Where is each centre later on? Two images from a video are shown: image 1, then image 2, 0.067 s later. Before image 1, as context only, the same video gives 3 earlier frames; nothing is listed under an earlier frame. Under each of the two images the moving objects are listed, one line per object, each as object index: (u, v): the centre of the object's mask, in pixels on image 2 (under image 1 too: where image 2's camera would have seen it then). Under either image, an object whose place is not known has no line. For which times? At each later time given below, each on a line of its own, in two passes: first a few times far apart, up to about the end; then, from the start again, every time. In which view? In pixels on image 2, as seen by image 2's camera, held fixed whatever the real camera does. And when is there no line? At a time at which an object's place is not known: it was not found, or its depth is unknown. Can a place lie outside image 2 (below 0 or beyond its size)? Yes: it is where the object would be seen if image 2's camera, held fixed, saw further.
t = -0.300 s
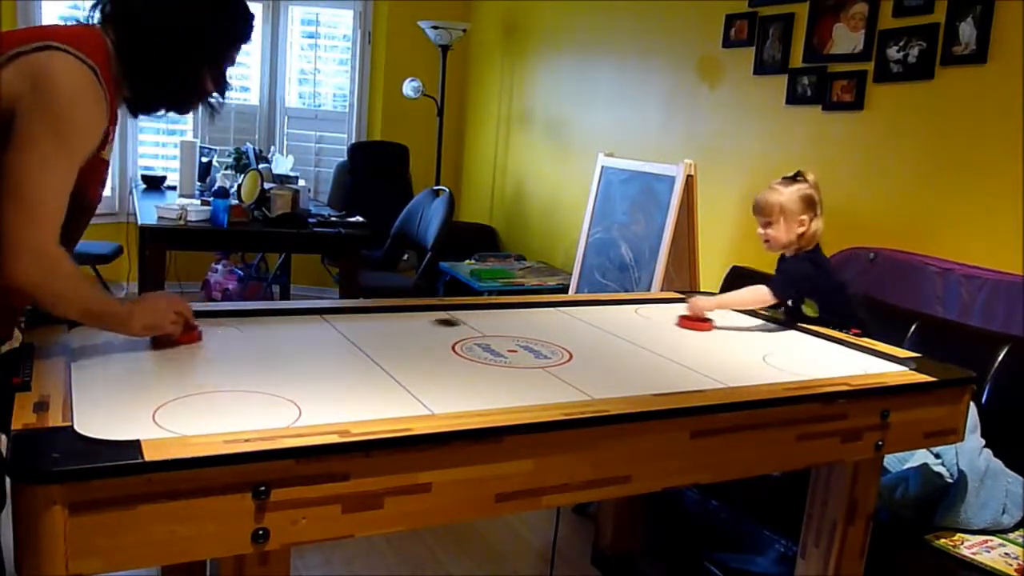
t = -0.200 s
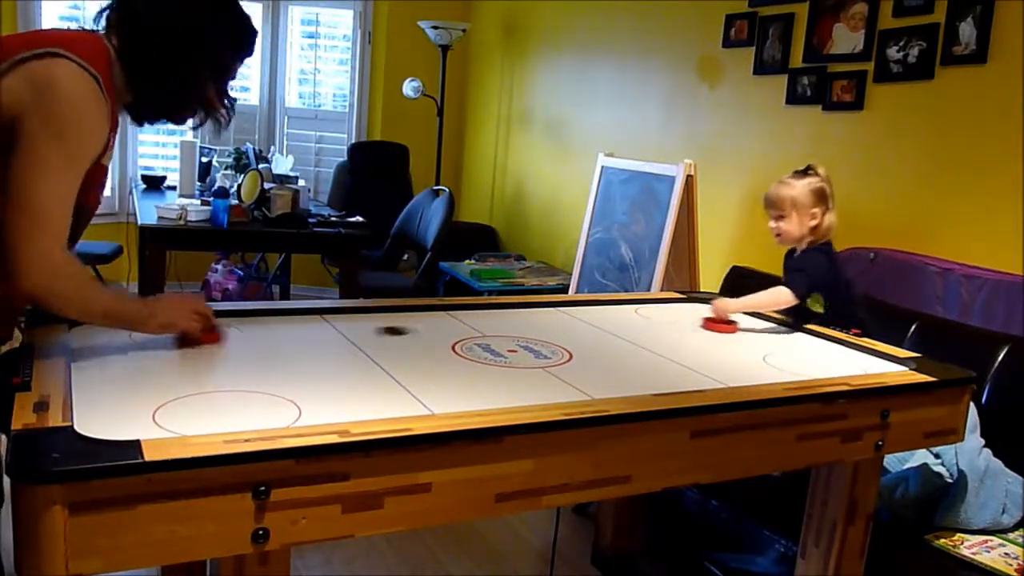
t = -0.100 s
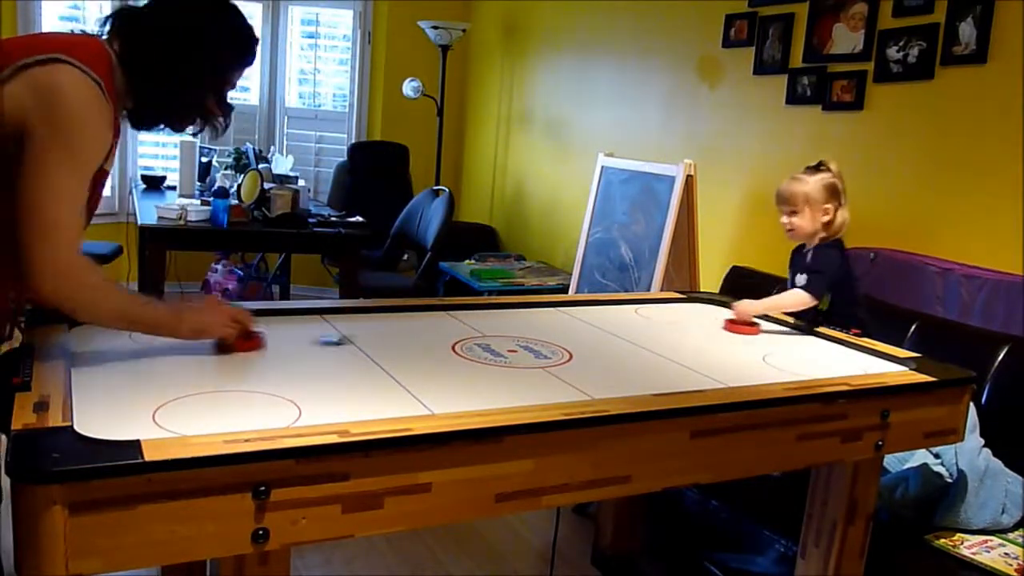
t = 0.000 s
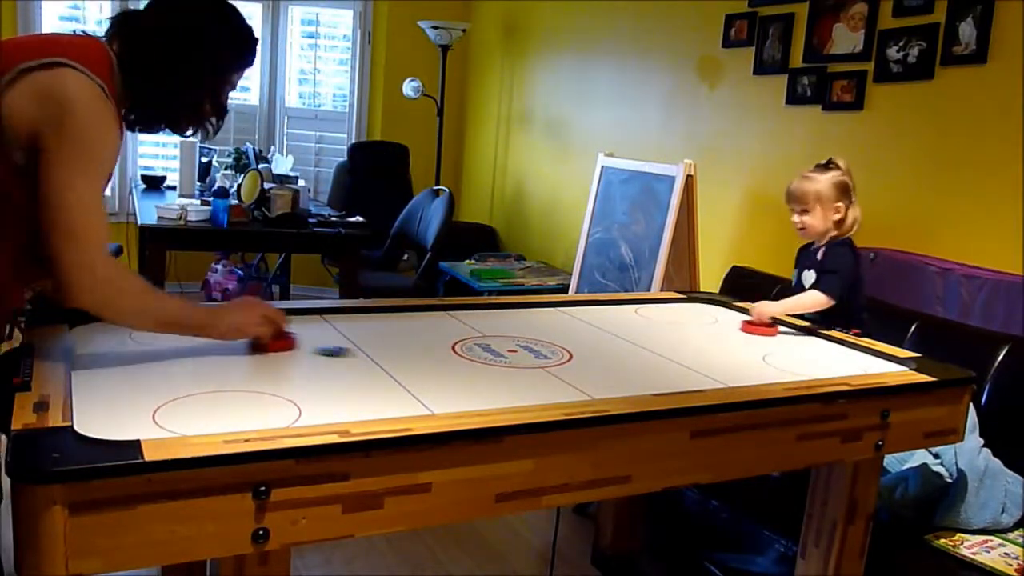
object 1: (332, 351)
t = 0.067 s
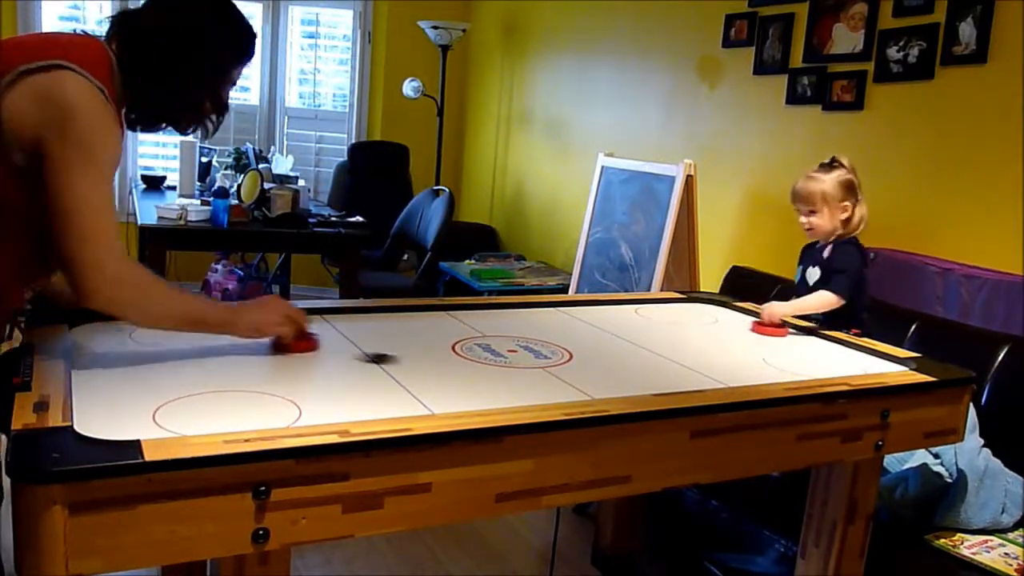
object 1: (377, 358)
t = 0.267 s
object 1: (508, 378)
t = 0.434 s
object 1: (615, 392)
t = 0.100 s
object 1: (400, 362)
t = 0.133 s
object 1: (421, 365)
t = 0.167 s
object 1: (442, 368)
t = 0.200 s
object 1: (464, 371)
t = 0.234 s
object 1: (486, 375)
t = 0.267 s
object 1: (508, 378)
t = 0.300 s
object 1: (530, 382)
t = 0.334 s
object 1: (552, 385)
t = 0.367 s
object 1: (575, 388)
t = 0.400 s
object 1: (595, 391)
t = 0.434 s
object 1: (615, 392)
